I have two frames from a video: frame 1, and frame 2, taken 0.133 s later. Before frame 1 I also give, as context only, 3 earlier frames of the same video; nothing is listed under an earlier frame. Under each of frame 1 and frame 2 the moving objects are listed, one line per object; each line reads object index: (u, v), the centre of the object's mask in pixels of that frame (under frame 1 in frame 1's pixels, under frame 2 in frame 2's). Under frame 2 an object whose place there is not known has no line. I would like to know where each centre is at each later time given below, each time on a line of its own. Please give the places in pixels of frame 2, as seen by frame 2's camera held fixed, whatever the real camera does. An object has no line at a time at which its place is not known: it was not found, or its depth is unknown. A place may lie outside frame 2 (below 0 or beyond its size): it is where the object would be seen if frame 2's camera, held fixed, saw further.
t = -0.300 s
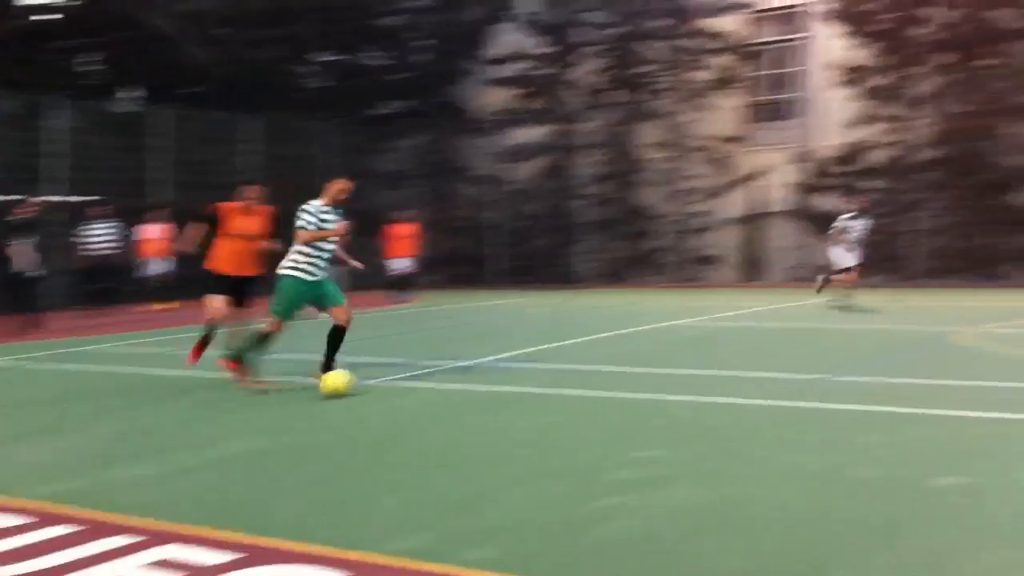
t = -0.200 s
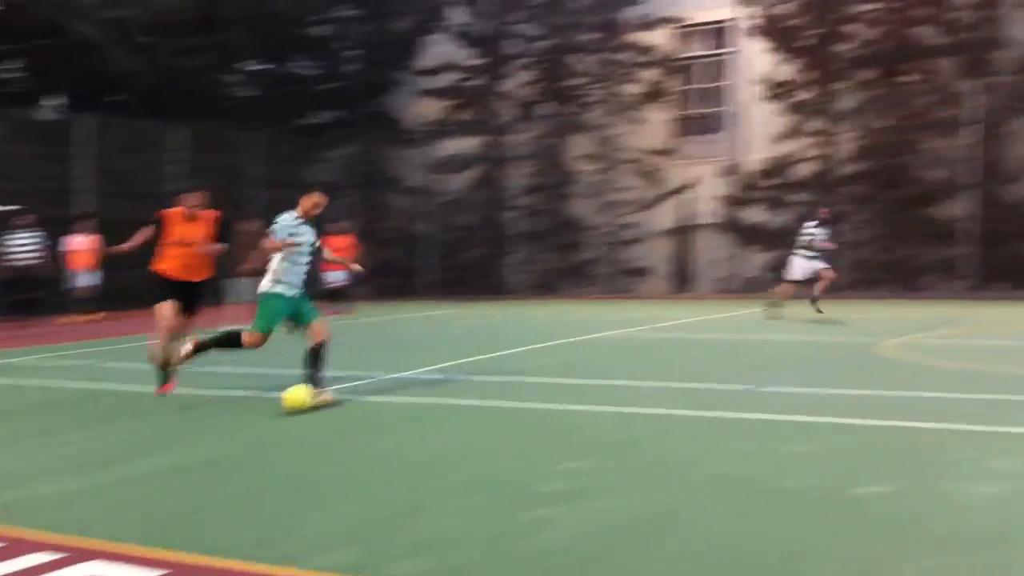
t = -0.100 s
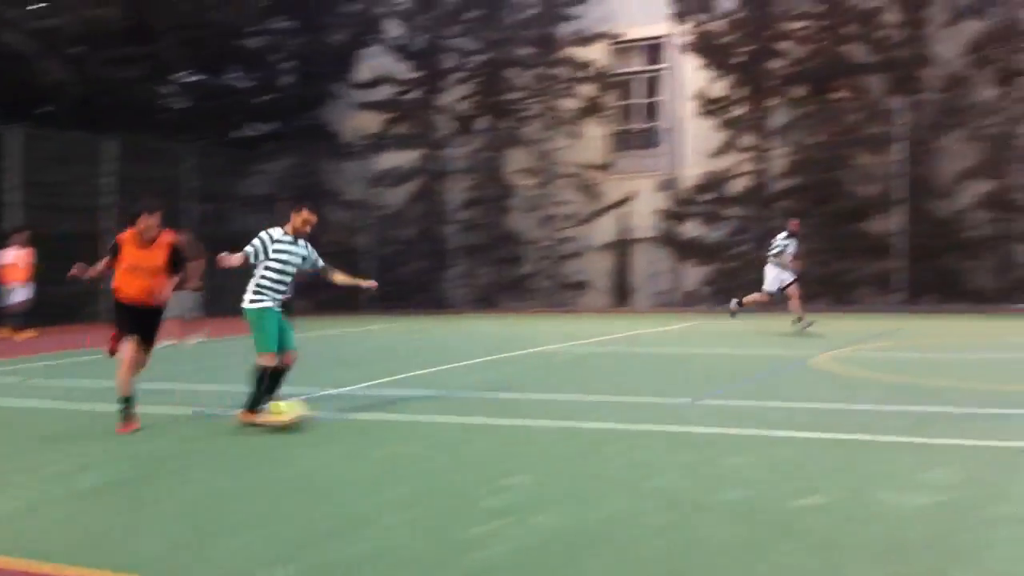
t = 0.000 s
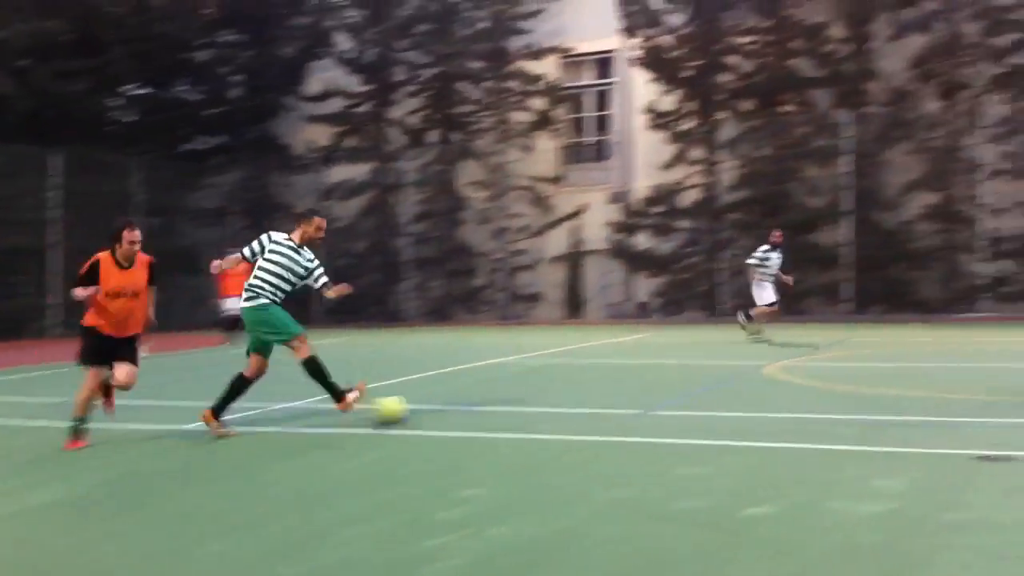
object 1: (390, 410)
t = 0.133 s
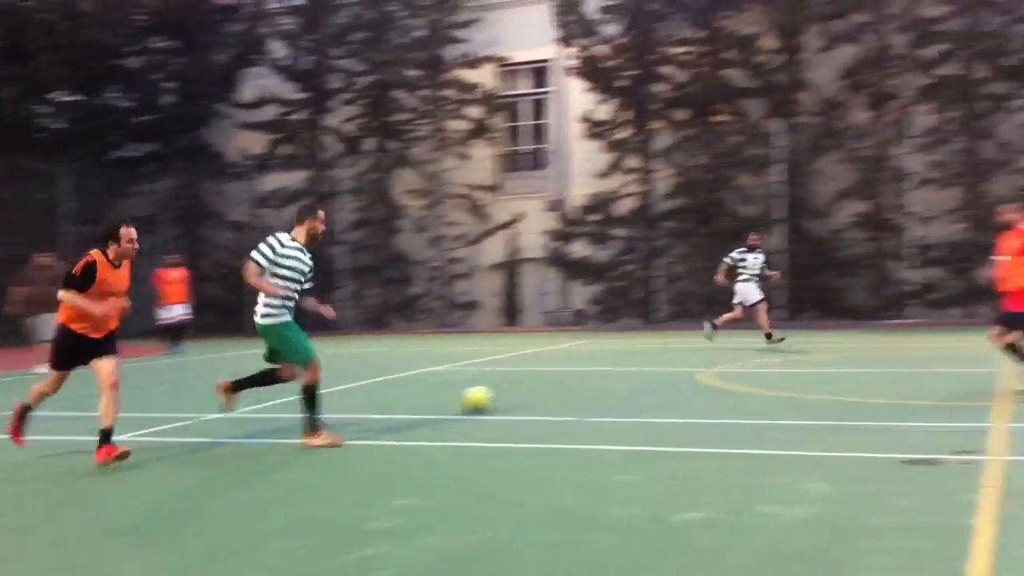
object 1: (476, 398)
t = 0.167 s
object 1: (508, 394)
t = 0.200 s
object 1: (538, 390)
